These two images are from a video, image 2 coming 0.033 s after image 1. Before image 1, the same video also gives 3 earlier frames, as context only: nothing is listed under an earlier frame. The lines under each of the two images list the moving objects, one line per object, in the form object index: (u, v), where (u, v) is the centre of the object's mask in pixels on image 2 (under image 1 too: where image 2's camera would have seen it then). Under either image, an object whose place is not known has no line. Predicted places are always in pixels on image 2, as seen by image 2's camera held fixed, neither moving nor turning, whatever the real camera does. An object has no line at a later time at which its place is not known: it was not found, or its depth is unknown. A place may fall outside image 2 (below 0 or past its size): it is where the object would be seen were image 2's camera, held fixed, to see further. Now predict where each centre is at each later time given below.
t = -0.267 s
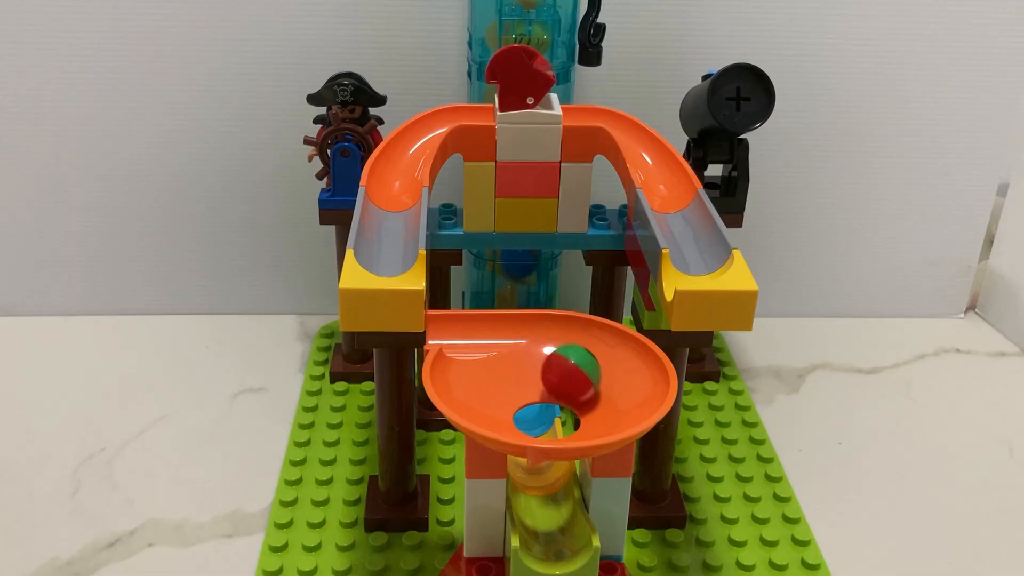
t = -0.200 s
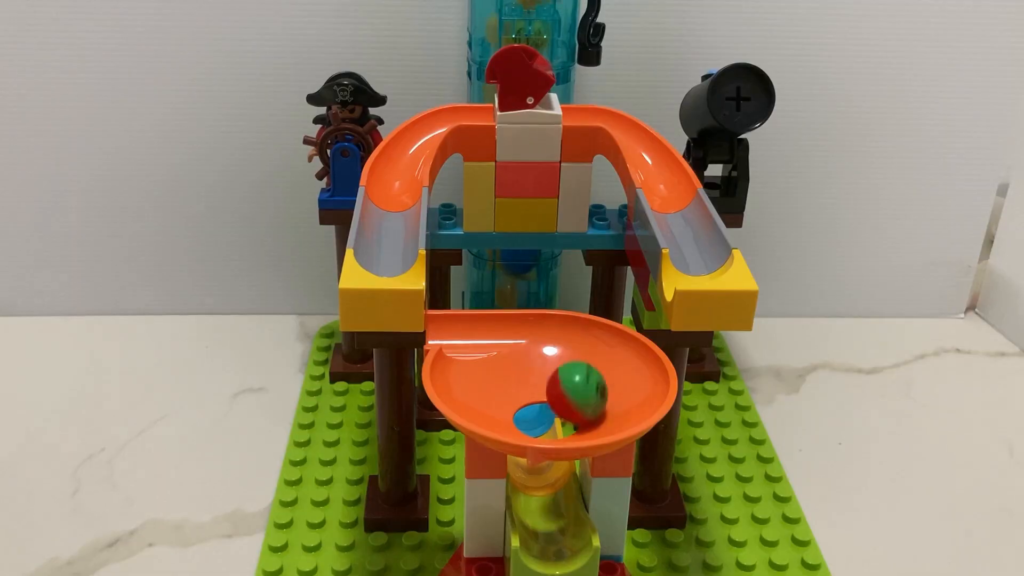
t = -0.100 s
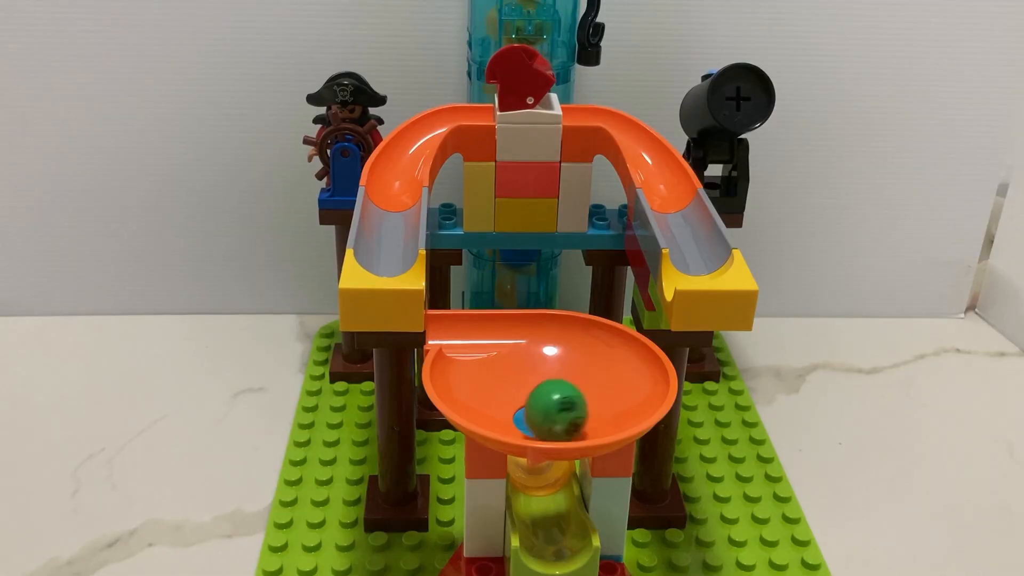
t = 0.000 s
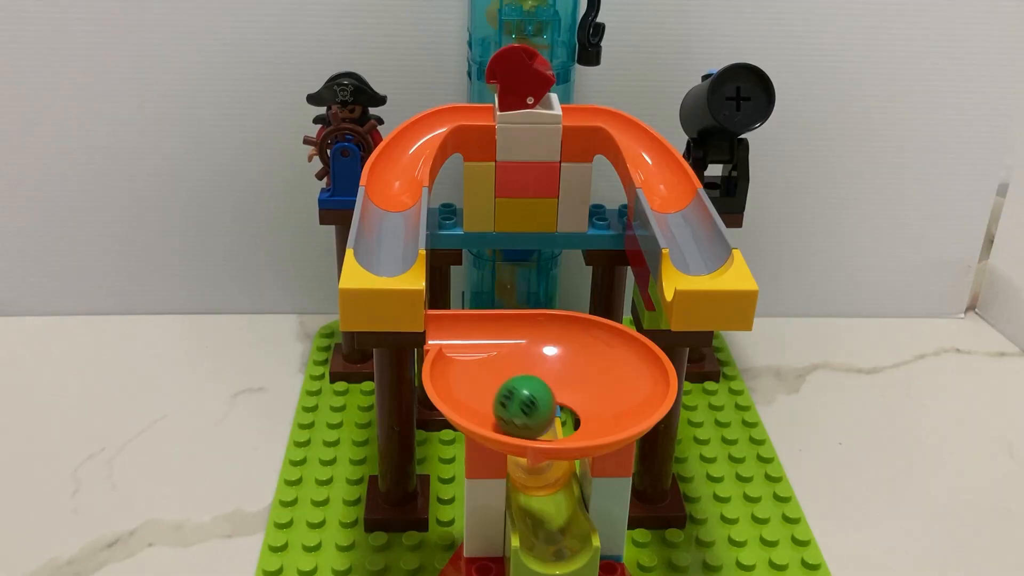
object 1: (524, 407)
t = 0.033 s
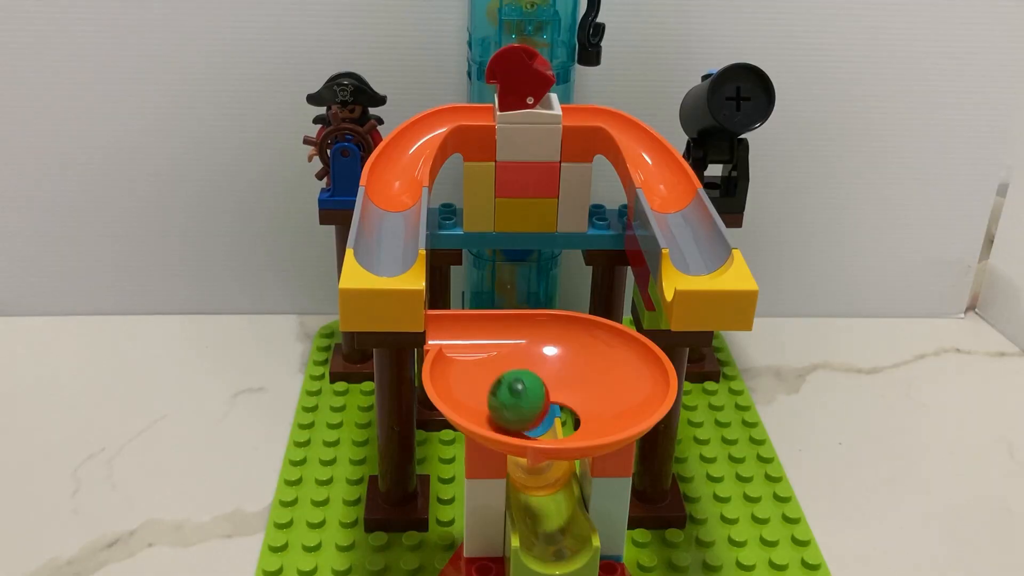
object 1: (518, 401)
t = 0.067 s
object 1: (515, 394)
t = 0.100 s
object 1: (516, 387)
